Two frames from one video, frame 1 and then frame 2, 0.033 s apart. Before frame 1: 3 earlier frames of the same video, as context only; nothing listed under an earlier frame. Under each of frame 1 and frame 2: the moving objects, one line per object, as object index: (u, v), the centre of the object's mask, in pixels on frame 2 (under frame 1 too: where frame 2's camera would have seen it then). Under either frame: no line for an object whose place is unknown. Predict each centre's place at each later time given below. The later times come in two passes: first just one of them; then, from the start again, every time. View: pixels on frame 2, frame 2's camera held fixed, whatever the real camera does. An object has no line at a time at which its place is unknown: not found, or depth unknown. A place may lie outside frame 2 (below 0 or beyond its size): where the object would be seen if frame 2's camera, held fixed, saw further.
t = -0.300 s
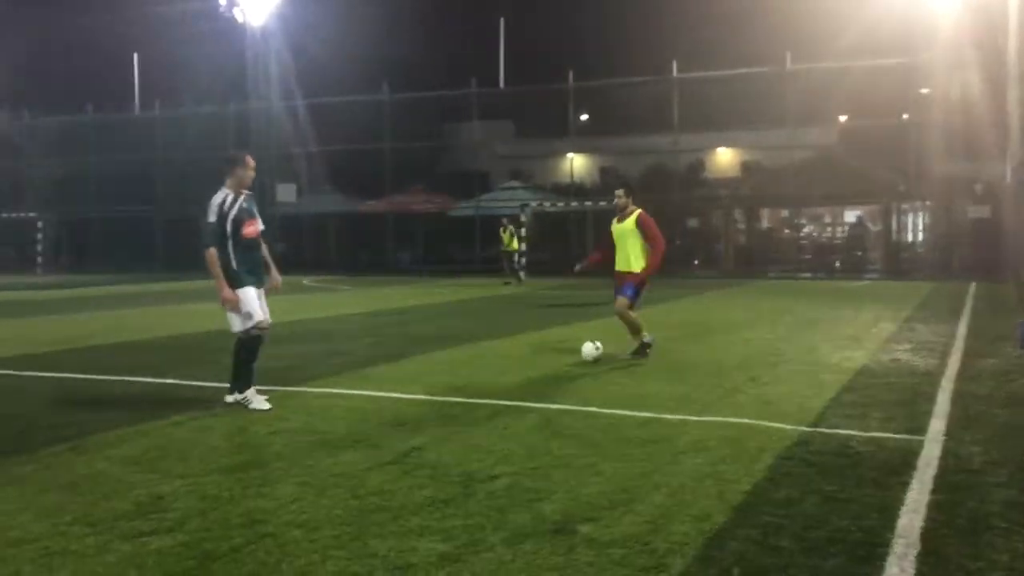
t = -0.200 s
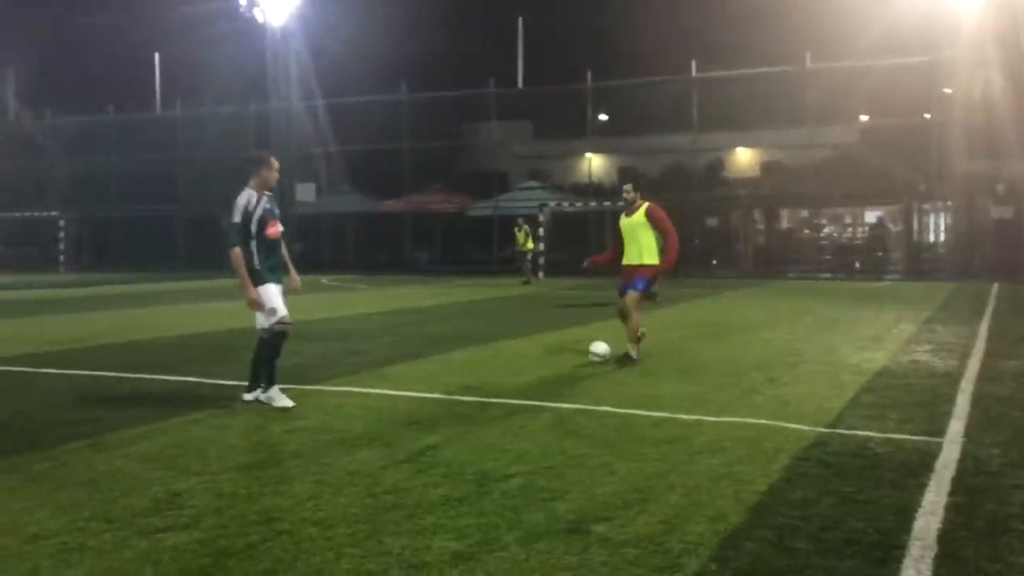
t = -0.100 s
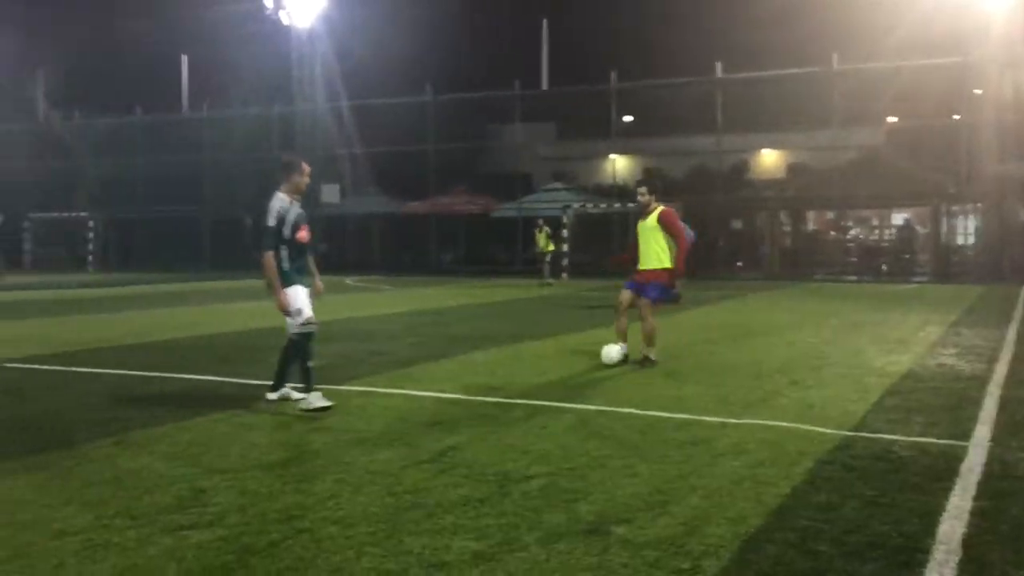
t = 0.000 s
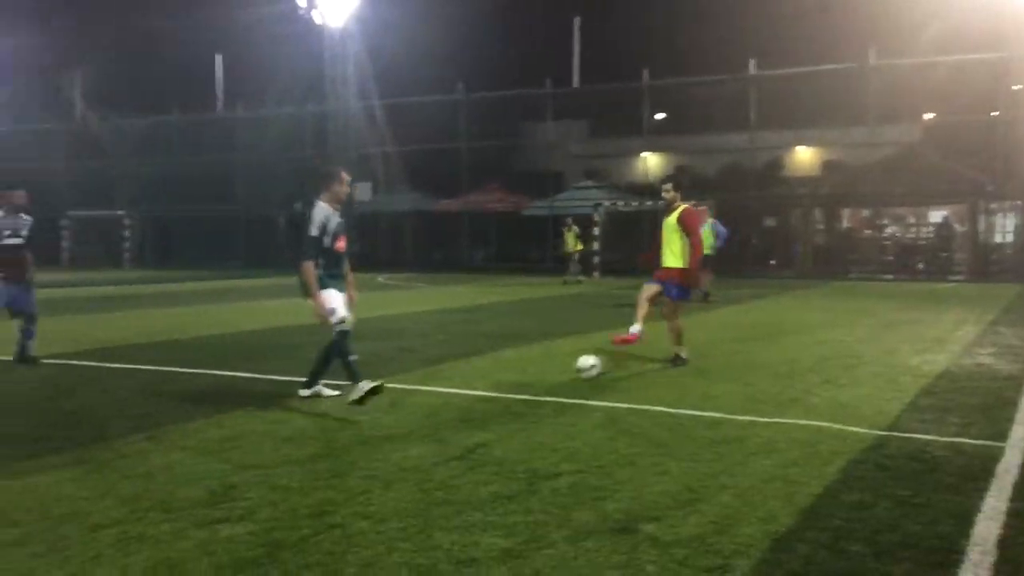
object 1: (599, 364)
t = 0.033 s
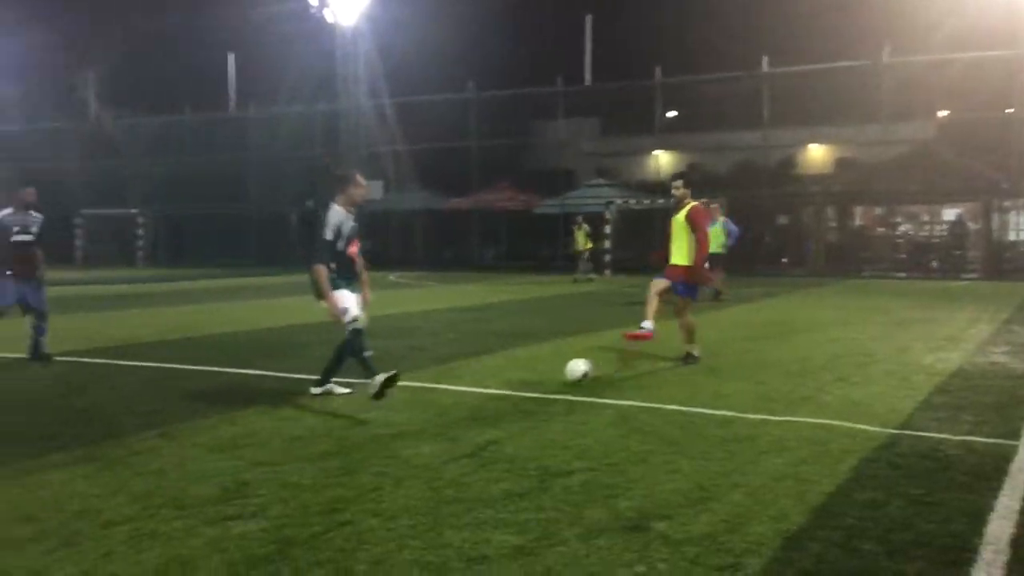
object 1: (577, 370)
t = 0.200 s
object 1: (449, 409)
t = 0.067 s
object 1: (555, 378)
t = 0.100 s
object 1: (531, 383)
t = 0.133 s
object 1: (506, 391)
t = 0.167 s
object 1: (477, 399)
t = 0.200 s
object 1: (449, 409)
